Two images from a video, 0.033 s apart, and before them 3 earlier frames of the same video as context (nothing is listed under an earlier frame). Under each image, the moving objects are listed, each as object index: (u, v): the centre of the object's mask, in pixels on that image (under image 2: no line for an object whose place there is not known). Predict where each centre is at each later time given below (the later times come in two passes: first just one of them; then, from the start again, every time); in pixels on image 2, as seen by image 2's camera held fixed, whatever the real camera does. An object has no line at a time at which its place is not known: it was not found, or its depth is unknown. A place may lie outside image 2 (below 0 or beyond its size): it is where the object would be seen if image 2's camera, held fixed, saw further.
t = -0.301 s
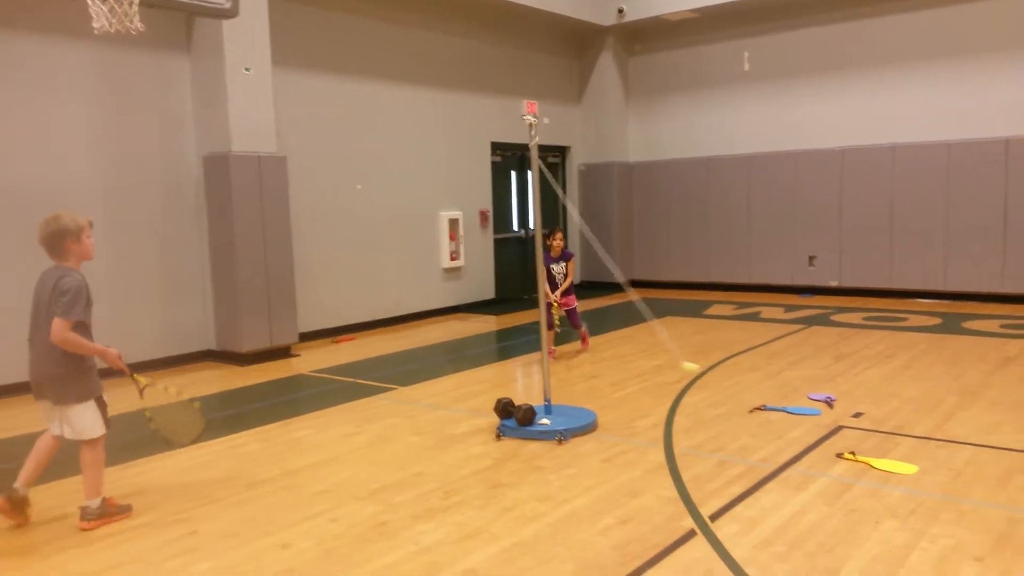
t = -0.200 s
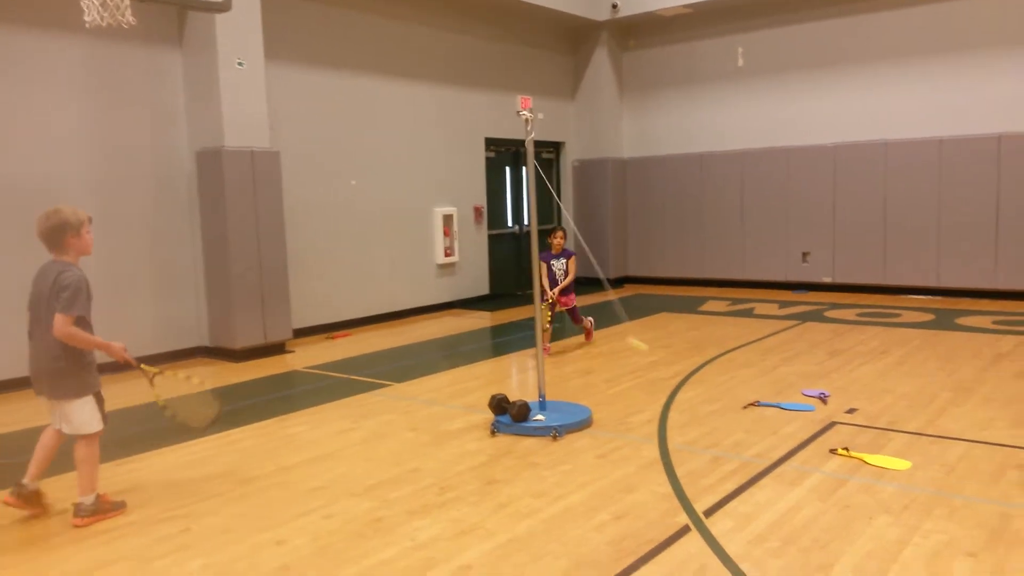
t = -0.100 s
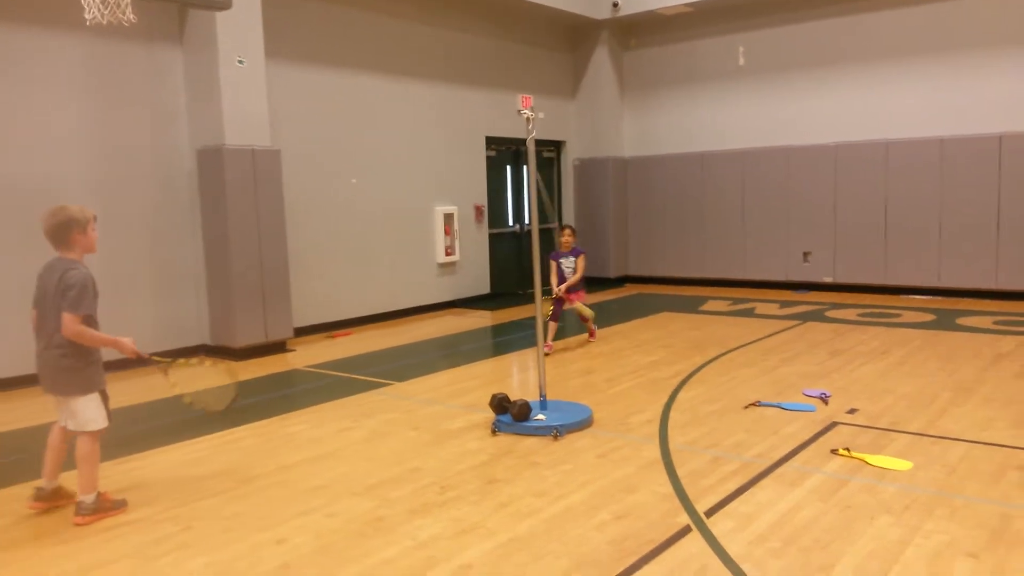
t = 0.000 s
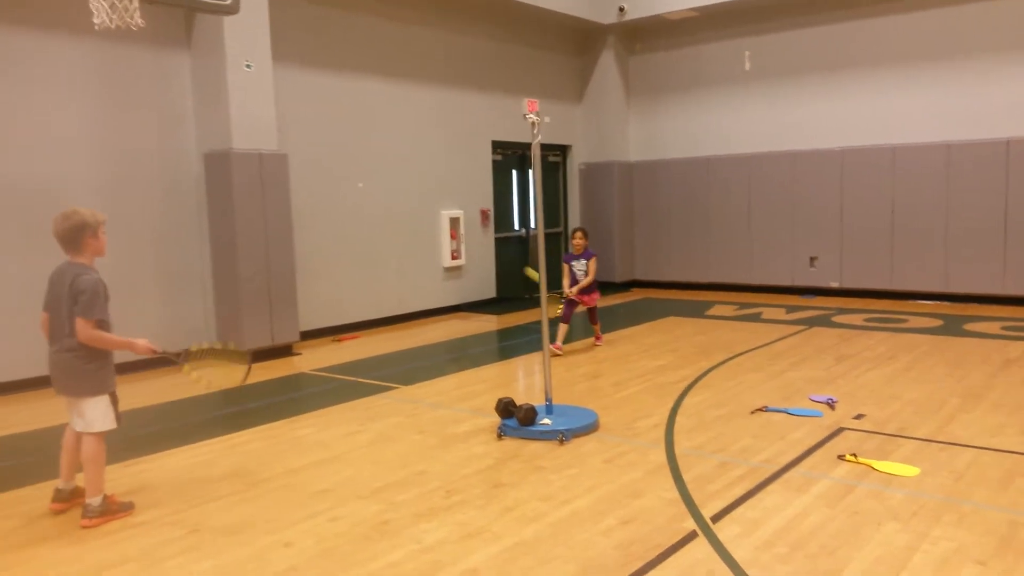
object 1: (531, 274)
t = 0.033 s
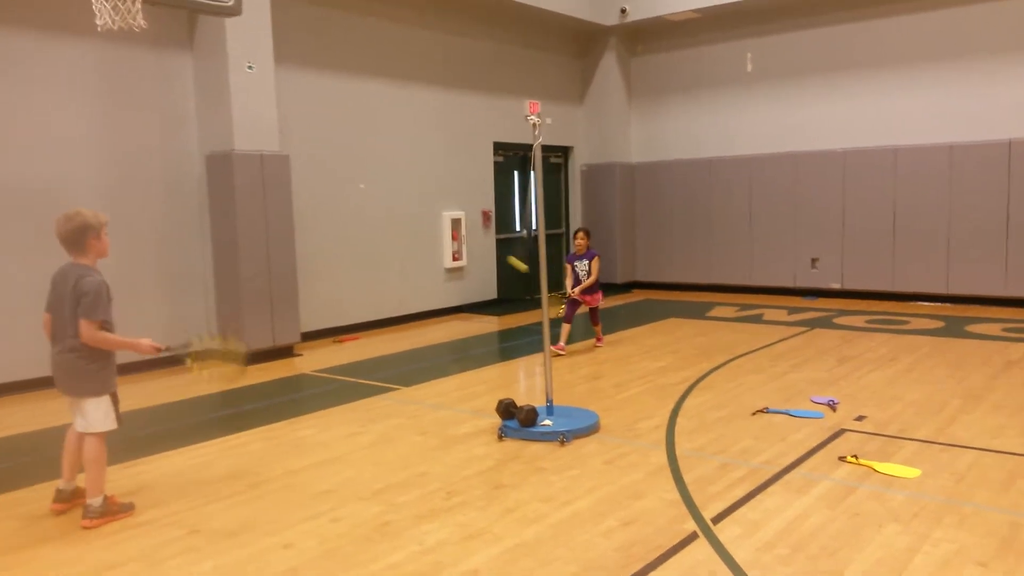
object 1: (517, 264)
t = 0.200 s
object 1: (438, 211)
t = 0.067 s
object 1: (502, 253)
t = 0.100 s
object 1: (484, 240)
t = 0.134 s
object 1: (469, 230)
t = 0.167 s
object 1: (454, 220)
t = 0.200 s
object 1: (438, 211)
